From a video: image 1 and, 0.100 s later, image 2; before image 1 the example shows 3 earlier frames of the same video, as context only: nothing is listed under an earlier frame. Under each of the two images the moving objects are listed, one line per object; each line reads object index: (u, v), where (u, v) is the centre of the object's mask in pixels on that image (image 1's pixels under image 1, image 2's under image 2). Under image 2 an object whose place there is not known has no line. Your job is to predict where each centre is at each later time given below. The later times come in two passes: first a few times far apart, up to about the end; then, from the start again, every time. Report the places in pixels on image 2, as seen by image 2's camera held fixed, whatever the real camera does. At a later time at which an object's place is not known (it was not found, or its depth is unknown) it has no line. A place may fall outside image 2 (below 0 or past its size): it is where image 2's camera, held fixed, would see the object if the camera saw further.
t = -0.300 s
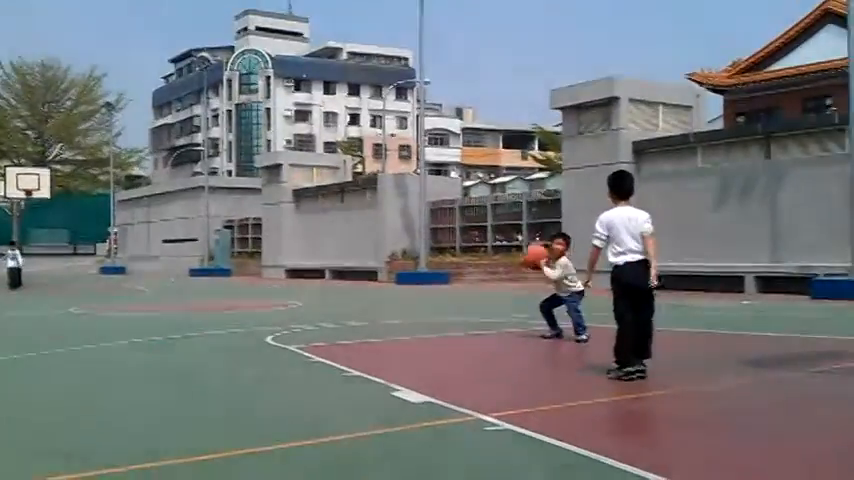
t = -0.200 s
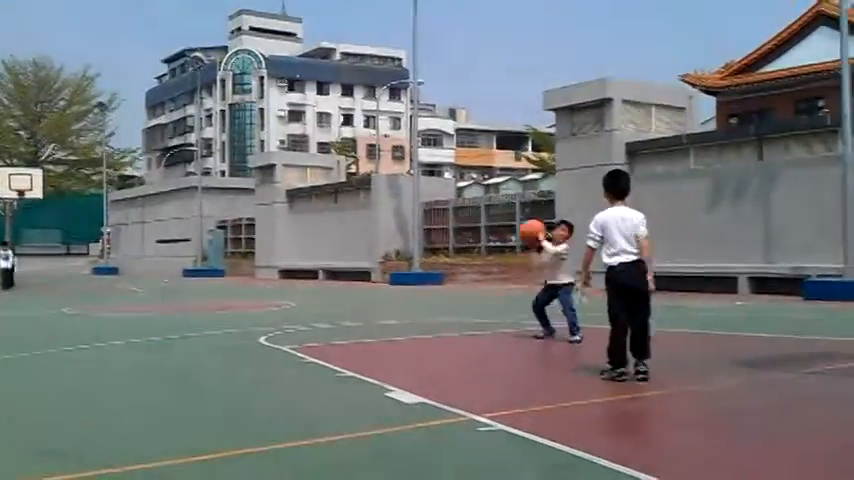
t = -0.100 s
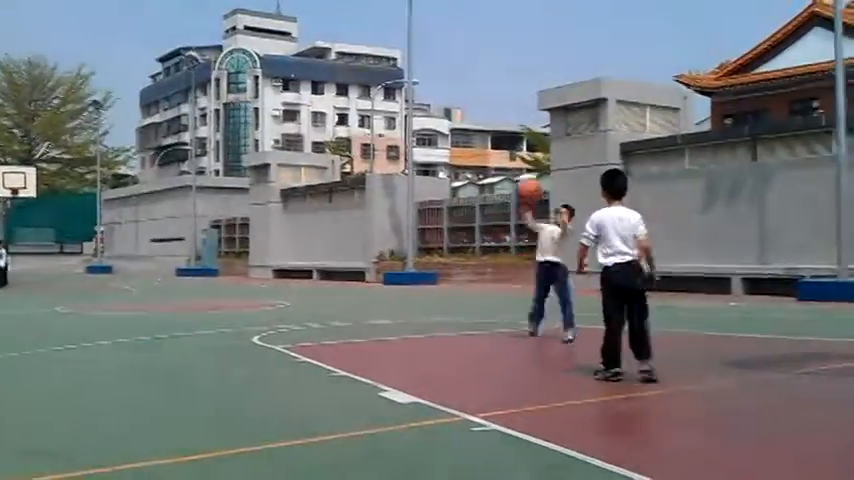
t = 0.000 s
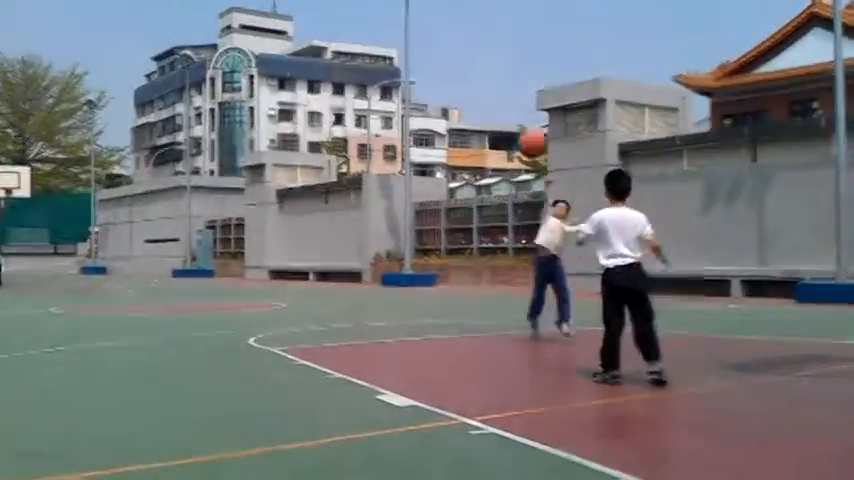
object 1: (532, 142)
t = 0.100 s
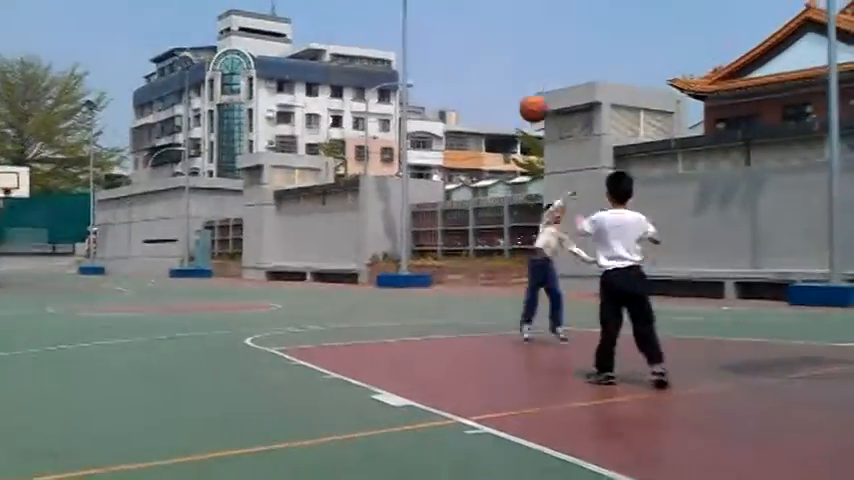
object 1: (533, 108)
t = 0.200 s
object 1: (540, 78)
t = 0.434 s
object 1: (557, 53)
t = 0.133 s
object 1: (535, 97)
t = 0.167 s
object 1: (538, 87)
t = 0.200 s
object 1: (540, 78)
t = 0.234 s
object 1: (542, 71)
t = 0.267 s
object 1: (544, 66)
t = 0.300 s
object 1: (547, 60)
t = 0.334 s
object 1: (549, 56)
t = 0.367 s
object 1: (552, 54)
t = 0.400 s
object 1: (555, 53)
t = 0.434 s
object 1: (557, 53)
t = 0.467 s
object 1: (560, 55)
